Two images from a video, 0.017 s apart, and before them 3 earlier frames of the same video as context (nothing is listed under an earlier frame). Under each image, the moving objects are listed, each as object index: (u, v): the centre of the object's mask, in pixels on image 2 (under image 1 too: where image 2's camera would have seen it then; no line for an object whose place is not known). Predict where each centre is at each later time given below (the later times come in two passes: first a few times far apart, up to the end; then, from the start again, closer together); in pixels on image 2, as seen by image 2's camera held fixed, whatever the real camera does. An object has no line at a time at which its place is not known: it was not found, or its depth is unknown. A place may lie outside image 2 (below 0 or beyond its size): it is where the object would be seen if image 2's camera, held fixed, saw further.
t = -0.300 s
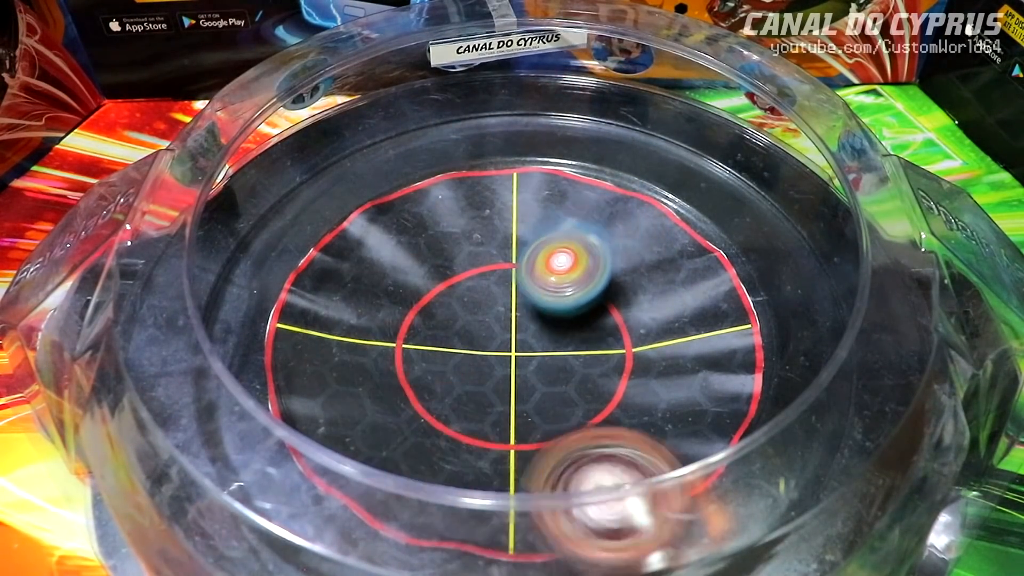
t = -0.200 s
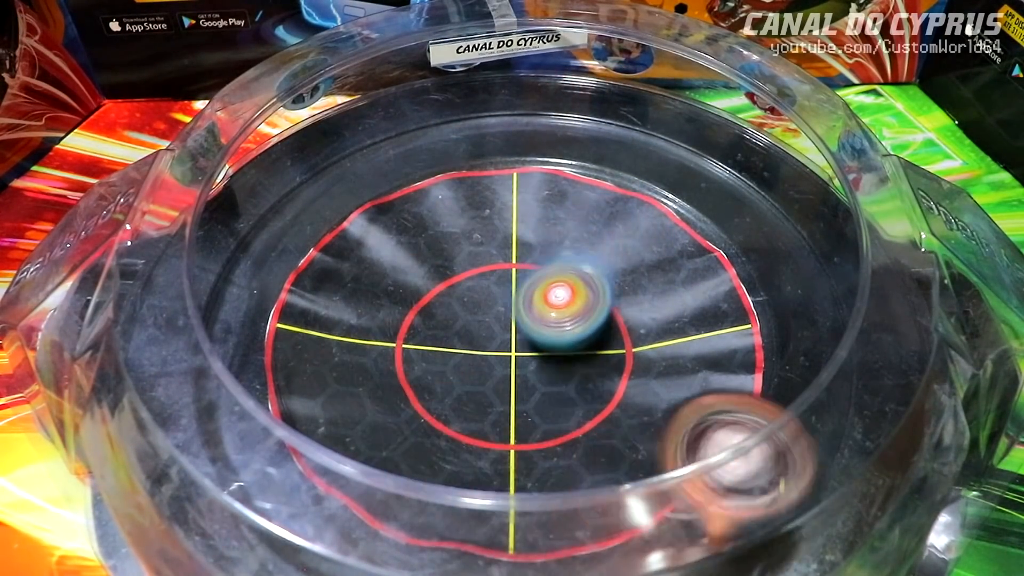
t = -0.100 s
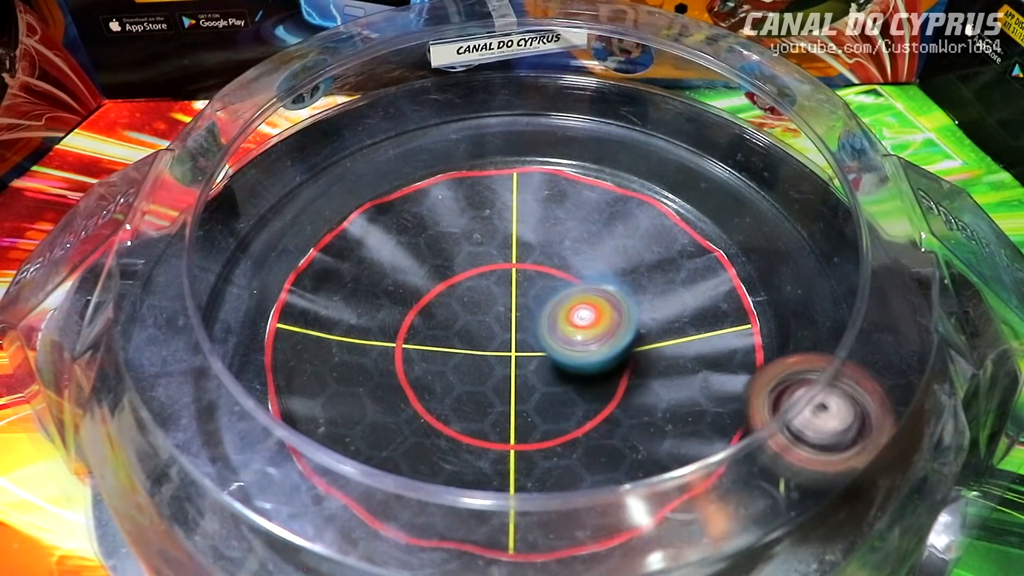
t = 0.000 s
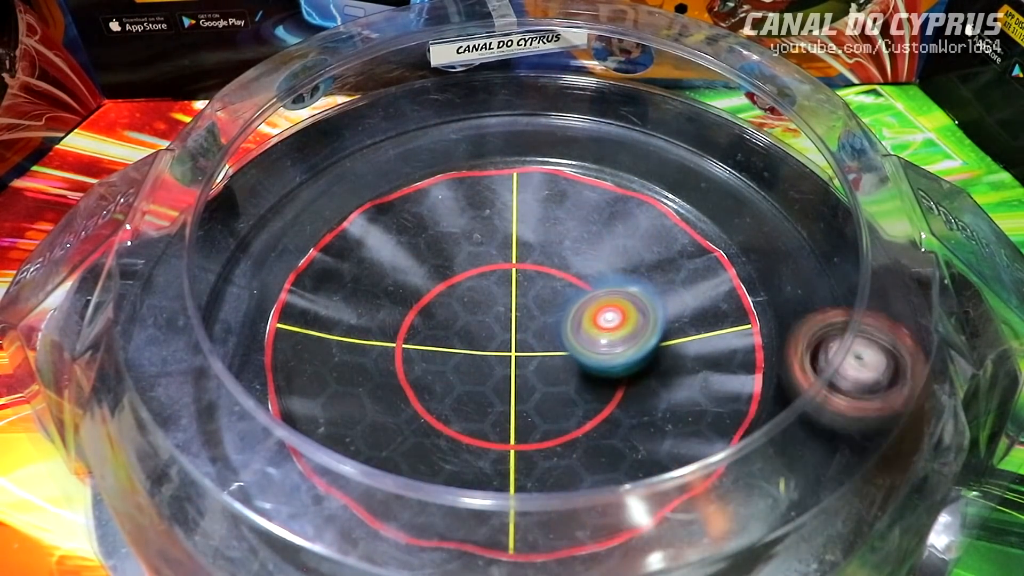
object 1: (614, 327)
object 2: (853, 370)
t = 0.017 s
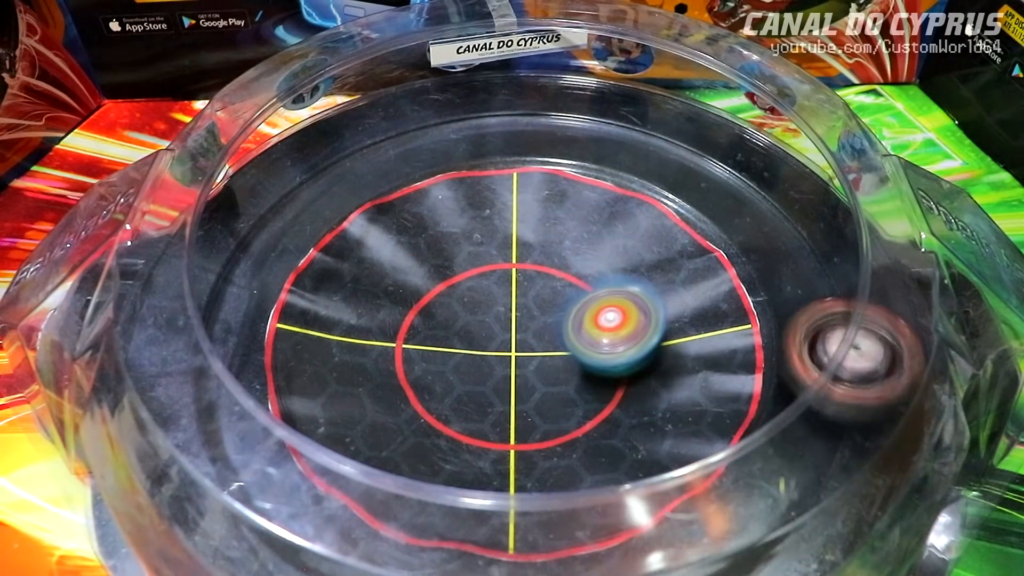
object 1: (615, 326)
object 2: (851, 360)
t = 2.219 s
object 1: (464, 298)
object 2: (290, 256)
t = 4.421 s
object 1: (543, 360)
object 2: (358, 232)
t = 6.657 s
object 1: (571, 302)
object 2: (352, 283)
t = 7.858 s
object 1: (421, 419)
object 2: (523, 336)
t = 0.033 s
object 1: (617, 325)
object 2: (849, 348)
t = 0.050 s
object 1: (618, 325)
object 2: (845, 338)
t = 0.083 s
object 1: (621, 324)
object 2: (837, 318)
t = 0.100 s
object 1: (622, 323)
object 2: (832, 309)
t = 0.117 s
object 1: (624, 323)
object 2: (827, 301)
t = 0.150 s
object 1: (625, 323)
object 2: (816, 287)
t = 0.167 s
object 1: (625, 323)
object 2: (805, 280)
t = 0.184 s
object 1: (625, 322)
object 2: (802, 275)
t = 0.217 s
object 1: (626, 323)
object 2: (793, 266)
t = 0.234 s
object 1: (626, 323)
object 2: (787, 261)
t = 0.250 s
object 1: (626, 323)
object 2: (779, 257)
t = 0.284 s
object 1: (624, 325)
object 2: (767, 250)
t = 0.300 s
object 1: (623, 325)
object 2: (760, 247)
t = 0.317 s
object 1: (622, 326)
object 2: (749, 245)
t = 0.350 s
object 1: (618, 326)
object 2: (727, 239)
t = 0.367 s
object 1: (614, 327)
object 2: (713, 235)
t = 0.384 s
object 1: (609, 328)
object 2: (698, 232)
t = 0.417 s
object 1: (599, 331)
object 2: (666, 225)
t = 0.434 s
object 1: (594, 334)
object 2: (648, 222)
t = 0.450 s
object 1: (589, 335)
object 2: (630, 218)
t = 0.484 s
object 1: (581, 339)
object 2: (591, 213)
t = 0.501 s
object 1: (576, 342)
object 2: (573, 211)
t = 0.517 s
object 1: (572, 344)
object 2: (552, 208)
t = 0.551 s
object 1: (567, 348)
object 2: (507, 205)
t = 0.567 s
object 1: (565, 352)
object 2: (487, 207)
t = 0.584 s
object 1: (563, 356)
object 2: (465, 209)
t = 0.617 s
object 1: (559, 361)
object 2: (427, 216)
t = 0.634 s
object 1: (558, 363)
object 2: (407, 223)
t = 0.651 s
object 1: (557, 365)
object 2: (387, 230)
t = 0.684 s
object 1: (556, 368)
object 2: (355, 246)
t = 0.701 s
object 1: (555, 368)
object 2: (338, 257)
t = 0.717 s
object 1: (556, 369)
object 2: (324, 268)
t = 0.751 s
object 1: (555, 370)
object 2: (300, 293)
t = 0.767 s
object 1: (554, 371)
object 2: (290, 307)
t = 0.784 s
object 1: (554, 371)
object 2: (281, 322)
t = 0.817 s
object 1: (554, 372)
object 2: (279, 348)
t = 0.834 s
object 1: (554, 373)
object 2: (275, 362)
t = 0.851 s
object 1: (553, 373)
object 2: (276, 377)
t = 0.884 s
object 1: (552, 373)
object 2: (283, 410)
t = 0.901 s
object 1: (551, 372)
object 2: (288, 427)
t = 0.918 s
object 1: (549, 373)
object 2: (295, 442)
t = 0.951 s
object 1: (546, 373)
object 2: (310, 469)
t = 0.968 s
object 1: (544, 373)
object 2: (318, 478)
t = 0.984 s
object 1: (542, 374)
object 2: (323, 491)
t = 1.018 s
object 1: (537, 373)
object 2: (339, 509)
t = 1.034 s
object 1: (534, 373)
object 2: (347, 513)
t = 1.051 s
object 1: (532, 373)
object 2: (356, 518)
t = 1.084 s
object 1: (526, 373)
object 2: (374, 525)
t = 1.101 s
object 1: (524, 373)
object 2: (382, 527)
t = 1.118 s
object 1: (521, 373)
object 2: (390, 529)
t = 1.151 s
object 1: (515, 374)
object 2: (408, 533)
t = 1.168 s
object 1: (513, 373)
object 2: (416, 539)
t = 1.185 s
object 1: (511, 373)
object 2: (425, 540)
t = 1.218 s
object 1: (507, 374)
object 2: (443, 541)
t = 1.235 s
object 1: (505, 373)
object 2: (453, 543)
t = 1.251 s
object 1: (504, 372)
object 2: (462, 542)
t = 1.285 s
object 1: (501, 371)
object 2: (481, 542)
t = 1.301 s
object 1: (500, 370)
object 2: (490, 542)
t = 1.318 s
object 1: (498, 369)
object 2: (501, 538)
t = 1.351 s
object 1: (495, 367)
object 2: (517, 544)
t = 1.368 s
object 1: (493, 366)
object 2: (526, 533)
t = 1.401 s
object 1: (490, 364)
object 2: (542, 531)
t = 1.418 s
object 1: (488, 363)
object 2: (551, 525)
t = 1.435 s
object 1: (486, 361)
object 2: (556, 522)
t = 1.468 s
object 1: (482, 359)
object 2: (567, 515)
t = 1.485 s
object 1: (481, 358)
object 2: (575, 511)
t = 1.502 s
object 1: (478, 356)
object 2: (582, 507)
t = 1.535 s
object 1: (474, 353)
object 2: (592, 497)
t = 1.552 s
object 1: (472, 353)
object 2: (598, 485)
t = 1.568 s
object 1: (469, 351)
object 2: (605, 475)
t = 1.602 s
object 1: (465, 349)
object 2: (619, 454)
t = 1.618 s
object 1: (464, 348)
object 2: (623, 431)
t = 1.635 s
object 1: (462, 347)
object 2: (630, 423)
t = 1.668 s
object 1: (461, 344)
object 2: (639, 402)
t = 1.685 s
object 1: (460, 343)
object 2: (642, 385)
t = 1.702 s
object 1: (460, 343)
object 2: (645, 370)
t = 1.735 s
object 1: (459, 341)
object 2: (648, 339)
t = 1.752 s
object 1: (458, 339)
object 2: (647, 322)
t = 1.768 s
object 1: (458, 338)
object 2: (645, 305)
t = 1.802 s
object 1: (457, 336)
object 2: (632, 275)
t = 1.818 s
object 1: (456, 335)
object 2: (625, 260)
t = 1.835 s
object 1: (456, 334)
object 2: (615, 246)
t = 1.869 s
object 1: (456, 332)
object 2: (588, 221)
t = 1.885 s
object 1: (456, 331)
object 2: (574, 211)
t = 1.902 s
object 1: (456, 329)
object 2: (560, 203)
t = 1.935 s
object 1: (456, 327)
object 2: (525, 188)
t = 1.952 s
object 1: (457, 325)
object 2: (508, 183)
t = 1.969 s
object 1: (457, 324)
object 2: (491, 179)
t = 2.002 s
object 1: (458, 321)
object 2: (459, 176)
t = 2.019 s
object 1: (459, 319)
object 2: (441, 175)
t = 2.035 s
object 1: (459, 318)
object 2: (425, 176)
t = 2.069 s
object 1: (460, 314)
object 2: (393, 182)
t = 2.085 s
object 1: (460, 312)
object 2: (378, 186)
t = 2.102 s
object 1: (460, 310)
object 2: (363, 191)
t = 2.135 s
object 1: (461, 306)
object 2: (335, 203)
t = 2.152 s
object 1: (462, 305)
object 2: (323, 211)
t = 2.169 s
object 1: (463, 303)
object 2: (311, 220)
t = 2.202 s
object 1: (464, 299)
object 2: (295, 242)
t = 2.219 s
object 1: (464, 298)
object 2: (290, 256)
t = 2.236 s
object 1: (465, 296)
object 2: (286, 271)
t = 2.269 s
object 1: (467, 293)
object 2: (282, 303)
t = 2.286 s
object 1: (467, 292)
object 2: (281, 317)
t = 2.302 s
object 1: (468, 290)
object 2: (285, 334)
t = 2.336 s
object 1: (470, 289)
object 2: (301, 364)
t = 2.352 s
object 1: (471, 287)
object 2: (312, 377)
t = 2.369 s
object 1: (471, 287)
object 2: (327, 390)
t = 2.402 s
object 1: (473, 284)
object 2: (353, 410)
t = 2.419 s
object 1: (474, 284)
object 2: (372, 421)
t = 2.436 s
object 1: (475, 282)
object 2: (392, 430)
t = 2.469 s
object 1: (477, 280)
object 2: (436, 444)
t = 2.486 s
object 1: (478, 279)
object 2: (458, 448)
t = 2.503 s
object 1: (480, 279)
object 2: (480, 467)
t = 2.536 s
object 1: (483, 277)
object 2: (535, 470)
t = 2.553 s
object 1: (484, 277)
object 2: (561, 467)
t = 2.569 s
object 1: (485, 277)
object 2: (582, 461)
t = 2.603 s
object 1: (488, 277)
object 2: (626, 435)
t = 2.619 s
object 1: (489, 276)
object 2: (648, 426)
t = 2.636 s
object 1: (491, 275)
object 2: (665, 417)
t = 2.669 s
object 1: (494, 274)
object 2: (699, 393)
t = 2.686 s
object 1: (496, 274)
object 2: (711, 380)
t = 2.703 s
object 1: (497, 273)
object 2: (722, 366)
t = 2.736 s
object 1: (501, 272)
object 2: (735, 334)
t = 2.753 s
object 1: (503, 271)
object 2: (739, 316)
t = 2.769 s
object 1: (505, 271)
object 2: (741, 300)
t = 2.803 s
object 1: (508, 269)
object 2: (737, 267)
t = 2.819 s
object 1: (510, 269)
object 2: (734, 252)
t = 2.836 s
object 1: (512, 269)
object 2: (730, 238)
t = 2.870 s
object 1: (517, 269)
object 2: (715, 213)
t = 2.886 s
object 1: (519, 269)
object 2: (705, 200)
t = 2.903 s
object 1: (522, 270)
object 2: (694, 188)
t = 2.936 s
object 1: (525, 269)
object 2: (669, 168)
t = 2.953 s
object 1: (527, 269)
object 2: (655, 159)
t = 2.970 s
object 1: (530, 270)
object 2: (642, 152)
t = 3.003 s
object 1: (533, 270)
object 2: (608, 142)
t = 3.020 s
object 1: (535, 269)
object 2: (589, 138)
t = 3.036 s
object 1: (537, 268)
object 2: (569, 135)
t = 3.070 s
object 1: (541, 269)
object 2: (531, 135)
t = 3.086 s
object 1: (542, 269)
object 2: (512, 136)
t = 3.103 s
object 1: (543, 269)
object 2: (494, 138)
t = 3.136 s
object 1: (546, 270)
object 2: (458, 145)
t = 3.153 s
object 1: (546, 270)
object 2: (440, 149)
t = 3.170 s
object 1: (548, 271)
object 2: (423, 155)
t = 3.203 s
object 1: (549, 272)
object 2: (388, 169)
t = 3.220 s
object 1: (550, 273)
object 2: (374, 177)
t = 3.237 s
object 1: (551, 273)
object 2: (360, 186)
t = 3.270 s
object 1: (553, 275)
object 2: (335, 209)
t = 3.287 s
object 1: (554, 276)
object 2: (325, 220)
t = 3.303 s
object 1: (555, 277)
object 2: (317, 233)
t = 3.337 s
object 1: (557, 280)
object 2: (302, 261)
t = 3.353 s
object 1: (558, 282)
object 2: (296, 276)
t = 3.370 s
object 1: (559, 283)
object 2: (293, 292)
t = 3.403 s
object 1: (562, 286)
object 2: (291, 324)
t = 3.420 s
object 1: (563, 288)
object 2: (294, 340)
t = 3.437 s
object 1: (564, 289)
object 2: (301, 356)
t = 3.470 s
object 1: (567, 293)
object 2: (321, 383)
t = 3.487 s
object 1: (568, 295)
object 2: (336, 395)
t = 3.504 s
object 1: (570, 297)
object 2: (353, 408)
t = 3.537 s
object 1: (573, 300)
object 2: (388, 428)
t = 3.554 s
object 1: (574, 301)
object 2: (409, 438)
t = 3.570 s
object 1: (576, 303)
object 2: (429, 468)
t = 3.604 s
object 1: (580, 306)
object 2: (477, 483)
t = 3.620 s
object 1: (581, 307)
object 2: (506, 487)
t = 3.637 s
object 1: (582, 308)
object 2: (532, 485)
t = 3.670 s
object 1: (585, 311)
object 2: (586, 483)
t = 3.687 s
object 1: (586, 312)
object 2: (607, 477)
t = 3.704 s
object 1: (587, 313)
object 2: (631, 472)
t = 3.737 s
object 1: (589, 315)
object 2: (673, 445)
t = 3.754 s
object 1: (589, 315)
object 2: (692, 432)
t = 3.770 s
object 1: (589, 316)
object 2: (710, 419)
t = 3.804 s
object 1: (589, 317)
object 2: (739, 395)
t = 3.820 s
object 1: (589, 318)
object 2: (751, 381)
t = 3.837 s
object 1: (589, 319)
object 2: (757, 364)
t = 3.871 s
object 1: (589, 321)
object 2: (770, 336)
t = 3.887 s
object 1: (588, 321)
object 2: (773, 321)
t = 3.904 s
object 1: (588, 323)
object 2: (775, 307)
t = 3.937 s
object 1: (586, 325)
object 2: (768, 272)
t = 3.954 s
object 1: (585, 327)
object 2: (761, 257)
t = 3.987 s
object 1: (584, 329)
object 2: (743, 230)
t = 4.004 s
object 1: (582, 330)
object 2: (732, 218)
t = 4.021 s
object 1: (581, 331)
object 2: (718, 204)
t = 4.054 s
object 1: (578, 333)
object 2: (690, 183)
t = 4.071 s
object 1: (576, 335)
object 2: (675, 175)
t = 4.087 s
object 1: (575, 337)
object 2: (660, 168)
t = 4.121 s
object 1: (572, 339)
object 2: (630, 156)
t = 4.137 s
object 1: (570, 340)
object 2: (614, 153)
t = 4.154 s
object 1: (568, 340)
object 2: (597, 150)
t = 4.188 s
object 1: (566, 343)
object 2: (565, 147)
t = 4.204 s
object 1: (564, 344)
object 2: (548, 147)
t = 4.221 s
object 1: (562, 346)
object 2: (531, 148)
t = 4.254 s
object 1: (559, 349)
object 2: (498, 153)
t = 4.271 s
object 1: (556, 351)
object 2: (482, 156)
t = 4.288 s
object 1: (554, 353)
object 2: (466, 162)
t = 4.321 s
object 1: (552, 354)
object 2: (434, 174)
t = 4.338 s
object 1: (549, 356)
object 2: (419, 181)
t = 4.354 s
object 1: (548, 356)
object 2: (406, 189)
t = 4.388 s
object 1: (546, 358)
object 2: (380, 208)
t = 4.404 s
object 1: (545, 359)
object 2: (369, 220)
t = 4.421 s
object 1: (543, 360)
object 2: (358, 232)
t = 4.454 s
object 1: (540, 361)
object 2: (340, 259)
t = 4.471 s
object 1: (539, 361)
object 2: (334, 272)
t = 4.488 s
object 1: (539, 361)
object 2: (328, 287)
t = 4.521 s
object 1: (536, 361)
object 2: (323, 321)
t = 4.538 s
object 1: (535, 361)
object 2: (324, 337)
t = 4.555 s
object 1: (534, 362)
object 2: (326, 353)
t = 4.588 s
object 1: (531, 361)
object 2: (339, 381)
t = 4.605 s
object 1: (530, 361)
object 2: (350, 394)
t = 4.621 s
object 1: (529, 361)
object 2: (362, 406)
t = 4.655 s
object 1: (526, 360)
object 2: (396, 427)
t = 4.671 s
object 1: (525, 360)
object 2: (413, 434)
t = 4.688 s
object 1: (524, 359)
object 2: (432, 442)
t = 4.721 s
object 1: (521, 358)
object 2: (472, 477)
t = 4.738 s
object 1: (520, 358)
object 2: (498, 481)
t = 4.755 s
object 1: (519, 357)
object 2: (522, 485)
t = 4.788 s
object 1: (516, 355)
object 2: (570, 485)
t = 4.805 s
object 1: (514, 354)
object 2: (594, 483)
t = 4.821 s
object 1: (512, 353)
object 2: (617, 477)
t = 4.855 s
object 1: (506, 350)
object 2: (660, 468)
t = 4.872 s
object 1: (504, 348)
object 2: (673, 446)
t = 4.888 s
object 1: (501, 347)
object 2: (692, 434)
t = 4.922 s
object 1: (496, 344)
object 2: (713, 406)
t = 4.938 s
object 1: (494, 342)
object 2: (732, 400)
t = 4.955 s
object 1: (491, 341)
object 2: (738, 390)
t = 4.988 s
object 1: (487, 338)
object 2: (752, 364)
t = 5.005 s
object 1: (484, 336)
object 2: (756, 352)
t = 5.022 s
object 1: (482, 335)
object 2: (758, 339)
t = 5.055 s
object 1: (477, 333)
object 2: (755, 311)
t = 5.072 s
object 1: (475, 332)
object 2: (751, 296)
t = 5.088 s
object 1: (474, 332)
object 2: (746, 283)
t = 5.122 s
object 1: (472, 331)
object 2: (732, 259)
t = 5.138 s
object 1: (471, 330)
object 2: (721, 247)
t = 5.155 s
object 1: (470, 330)
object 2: (711, 237)
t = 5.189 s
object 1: (469, 329)
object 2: (688, 216)
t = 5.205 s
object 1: (468, 328)
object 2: (674, 208)
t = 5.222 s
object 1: (468, 328)
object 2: (660, 200)
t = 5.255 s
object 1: (467, 327)
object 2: (629, 187)
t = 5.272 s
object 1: (467, 327)
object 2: (614, 183)
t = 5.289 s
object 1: (467, 327)
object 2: (595, 178)
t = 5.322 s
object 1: (467, 326)
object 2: (562, 173)
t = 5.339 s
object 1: (467, 326)
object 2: (545, 171)
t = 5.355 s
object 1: (468, 325)
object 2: (526, 172)
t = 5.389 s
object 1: (469, 324)
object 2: (492, 174)
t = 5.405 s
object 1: (469, 323)
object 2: (475, 177)
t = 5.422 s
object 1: (471, 322)
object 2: (458, 181)
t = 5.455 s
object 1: (472, 320)
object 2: (426, 192)
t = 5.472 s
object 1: (474, 318)
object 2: (410, 199)
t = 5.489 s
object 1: (475, 317)
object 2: (396, 209)
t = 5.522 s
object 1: (477, 314)
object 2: (368, 227)
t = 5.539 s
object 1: (478, 313)
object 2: (358, 239)
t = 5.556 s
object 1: (480, 311)
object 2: (347, 250)
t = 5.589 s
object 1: (484, 308)
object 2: (332, 274)
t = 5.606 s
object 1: (486, 306)
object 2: (325, 288)
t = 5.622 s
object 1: (487, 302)
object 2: (322, 302)
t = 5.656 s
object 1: (490, 299)
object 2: (320, 332)
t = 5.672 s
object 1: (491, 297)
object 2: (321, 345)
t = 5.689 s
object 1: (492, 296)
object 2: (325, 361)
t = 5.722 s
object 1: (495, 292)
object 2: (342, 387)
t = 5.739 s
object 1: (497, 290)
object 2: (351, 398)
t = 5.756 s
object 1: (499, 289)
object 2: (365, 408)
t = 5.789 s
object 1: (501, 286)
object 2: (396, 425)
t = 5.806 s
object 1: (502, 285)
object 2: (414, 432)
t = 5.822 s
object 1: (503, 284)
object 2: (434, 438)
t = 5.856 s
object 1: (504, 282)
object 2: (474, 446)
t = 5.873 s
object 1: (505, 281)
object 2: (495, 449)
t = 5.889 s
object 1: (506, 280)
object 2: (516, 449)
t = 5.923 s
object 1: (508, 279)
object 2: (558, 447)
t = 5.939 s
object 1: (508, 278)
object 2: (581, 443)
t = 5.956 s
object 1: (509, 278)
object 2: (600, 438)
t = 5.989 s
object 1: (510, 277)
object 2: (636, 424)
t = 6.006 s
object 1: (510, 277)
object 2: (651, 415)
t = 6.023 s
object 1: (510, 277)
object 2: (666, 405)
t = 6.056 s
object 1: (511, 277)
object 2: (687, 382)
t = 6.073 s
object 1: (512, 277)
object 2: (695, 368)
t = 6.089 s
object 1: (513, 277)
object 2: (699, 352)
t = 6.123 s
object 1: (516, 279)
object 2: (705, 326)
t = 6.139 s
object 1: (517, 279)
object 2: (704, 311)
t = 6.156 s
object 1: (518, 279)
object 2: (703, 298)
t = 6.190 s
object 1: (521, 280)
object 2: (694, 273)
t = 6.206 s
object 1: (523, 281)
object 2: (687, 260)
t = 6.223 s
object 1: (523, 281)
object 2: (680, 250)
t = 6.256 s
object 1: (526, 283)
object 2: (661, 229)
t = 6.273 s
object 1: (529, 284)
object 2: (650, 220)
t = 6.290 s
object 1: (531, 286)
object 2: (638, 212)
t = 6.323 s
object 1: (536, 288)
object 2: (612, 198)
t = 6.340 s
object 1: (538, 289)
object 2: (597, 194)
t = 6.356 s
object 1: (541, 289)
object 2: (582, 189)
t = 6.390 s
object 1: (547, 290)
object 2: (552, 183)
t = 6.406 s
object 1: (548, 291)
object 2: (536, 181)
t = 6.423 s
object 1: (549, 292)
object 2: (519, 181)
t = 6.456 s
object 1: (554, 294)
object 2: (489, 185)
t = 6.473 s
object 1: (556, 295)
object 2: (473, 188)
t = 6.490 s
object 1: (558, 296)
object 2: (456, 193)
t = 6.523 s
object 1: (562, 297)
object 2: (428, 204)
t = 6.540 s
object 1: (563, 298)
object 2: (414, 211)
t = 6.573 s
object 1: (566, 299)
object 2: (388, 229)
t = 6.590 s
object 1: (567, 300)
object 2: (380, 237)
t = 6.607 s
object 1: (568, 301)
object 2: (370, 248)
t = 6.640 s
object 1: (570, 302)
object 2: (357, 272)
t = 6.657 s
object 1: (571, 302)
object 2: (352, 283)
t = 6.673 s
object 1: (572, 303)
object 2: (348, 298)
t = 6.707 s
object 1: (574, 305)
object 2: (347, 326)
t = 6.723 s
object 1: (574, 306)
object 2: (350, 338)
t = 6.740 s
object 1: (574, 306)
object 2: (353, 353)
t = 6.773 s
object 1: (575, 307)
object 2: (371, 378)
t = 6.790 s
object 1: (575, 307)
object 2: (382, 389)
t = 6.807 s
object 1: (575, 308)
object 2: (394, 401)
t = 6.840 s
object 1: (575, 309)
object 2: (427, 417)
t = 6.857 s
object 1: (575, 310)
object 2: (446, 422)
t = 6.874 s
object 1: (574, 311)
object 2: (463, 427)
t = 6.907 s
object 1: (573, 313)
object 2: (503, 431)
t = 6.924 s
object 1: (572, 314)
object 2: (522, 428)
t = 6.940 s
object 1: (572, 315)
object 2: (540, 428)
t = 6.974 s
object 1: (570, 314)
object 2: (575, 420)
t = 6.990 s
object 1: (569, 313)
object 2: (589, 413)
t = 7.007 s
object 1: (568, 311)
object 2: (602, 406)
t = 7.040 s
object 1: (568, 303)
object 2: (624, 397)
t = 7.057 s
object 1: (567, 299)
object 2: (634, 391)
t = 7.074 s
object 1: (564, 295)
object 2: (641, 383)
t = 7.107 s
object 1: (559, 293)
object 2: (655, 367)
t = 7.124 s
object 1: (555, 293)
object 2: (662, 358)
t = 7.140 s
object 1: (550, 293)
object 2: (666, 349)
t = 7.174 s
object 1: (541, 294)
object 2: (670, 332)
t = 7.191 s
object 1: (537, 294)
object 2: (669, 321)
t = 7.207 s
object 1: (533, 294)
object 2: (668, 313)
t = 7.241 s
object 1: (524, 295)
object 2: (662, 296)
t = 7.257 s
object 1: (520, 296)
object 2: (657, 289)
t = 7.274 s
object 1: (515, 297)
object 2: (650, 283)
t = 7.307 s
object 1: (508, 300)
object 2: (637, 272)
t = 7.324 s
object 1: (504, 304)
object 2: (628, 268)
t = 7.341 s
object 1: (502, 305)
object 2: (620, 265)
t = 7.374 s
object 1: (492, 308)
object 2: (600, 258)
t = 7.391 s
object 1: (485, 311)
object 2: (592, 254)
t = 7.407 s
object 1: (477, 316)
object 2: (583, 252)
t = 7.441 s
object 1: (472, 318)
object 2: (564, 251)
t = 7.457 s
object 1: (468, 321)
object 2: (555, 251)
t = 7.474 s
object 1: (462, 325)
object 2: (546, 252)
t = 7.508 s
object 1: (453, 333)
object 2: (529, 255)
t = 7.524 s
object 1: (449, 337)
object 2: (521, 257)
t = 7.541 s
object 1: (446, 342)
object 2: (513, 261)
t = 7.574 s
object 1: (436, 355)
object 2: (502, 267)
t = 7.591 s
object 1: (433, 360)
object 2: (496, 272)
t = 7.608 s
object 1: (431, 365)
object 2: (492, 275)
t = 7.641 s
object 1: (430, 372)
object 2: (485, 285)
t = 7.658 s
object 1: (428, 377)
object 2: (484, 290)
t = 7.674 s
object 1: (422, 383)
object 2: (484, 296)
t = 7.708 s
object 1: (417, 398)
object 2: (486, 304)
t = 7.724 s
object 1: (415, 403)
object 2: (488, 308)
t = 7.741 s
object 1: (414, 407)
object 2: (491, 311)
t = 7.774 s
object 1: (414, 414)
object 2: (498, 321)
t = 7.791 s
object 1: (414, 415)
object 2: (503, 323)
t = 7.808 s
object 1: (416, 417)
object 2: (506, 327)
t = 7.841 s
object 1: (419, 418)
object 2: (518, 333)
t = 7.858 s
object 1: (421, 419)
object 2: (523, 336)
